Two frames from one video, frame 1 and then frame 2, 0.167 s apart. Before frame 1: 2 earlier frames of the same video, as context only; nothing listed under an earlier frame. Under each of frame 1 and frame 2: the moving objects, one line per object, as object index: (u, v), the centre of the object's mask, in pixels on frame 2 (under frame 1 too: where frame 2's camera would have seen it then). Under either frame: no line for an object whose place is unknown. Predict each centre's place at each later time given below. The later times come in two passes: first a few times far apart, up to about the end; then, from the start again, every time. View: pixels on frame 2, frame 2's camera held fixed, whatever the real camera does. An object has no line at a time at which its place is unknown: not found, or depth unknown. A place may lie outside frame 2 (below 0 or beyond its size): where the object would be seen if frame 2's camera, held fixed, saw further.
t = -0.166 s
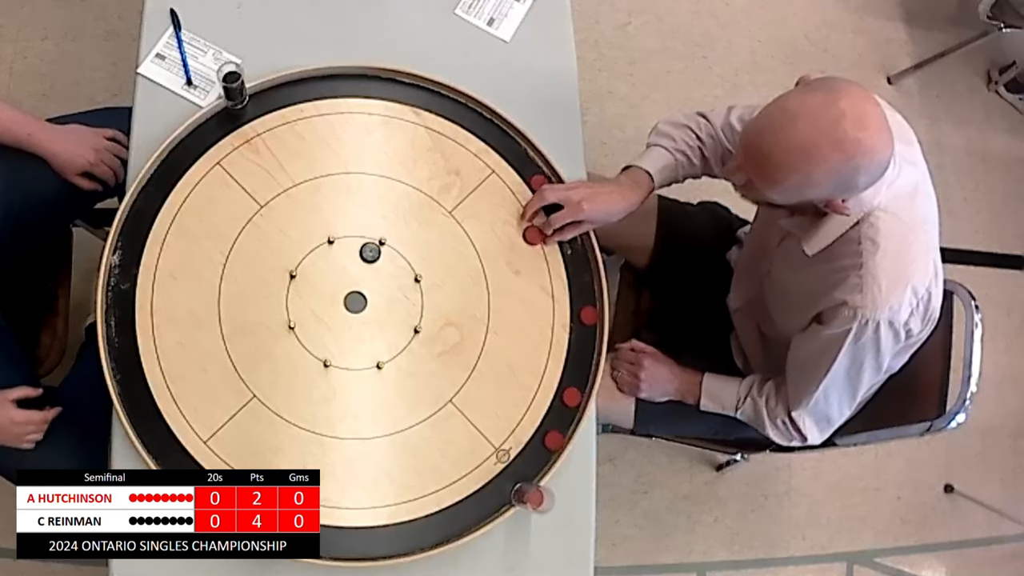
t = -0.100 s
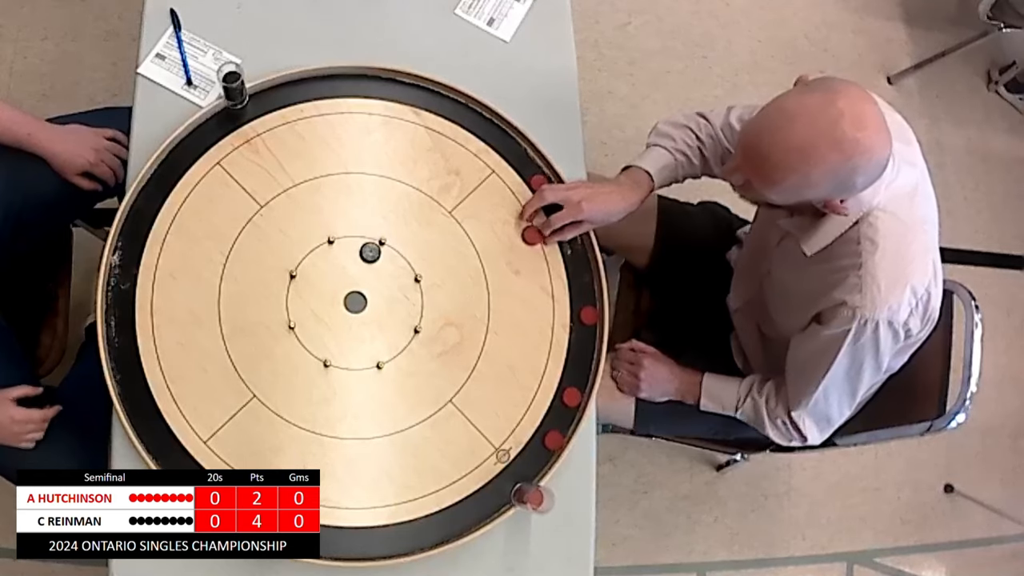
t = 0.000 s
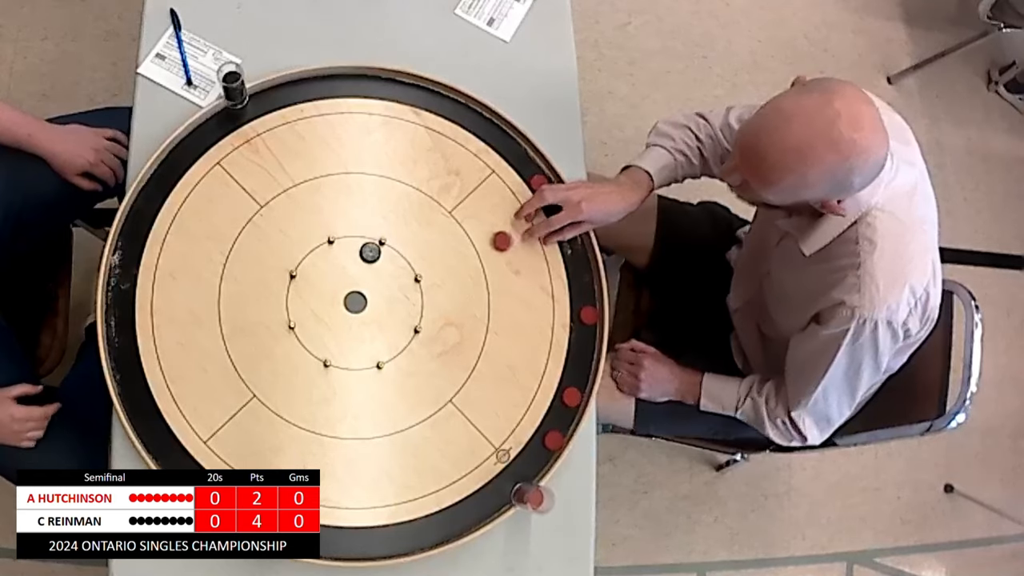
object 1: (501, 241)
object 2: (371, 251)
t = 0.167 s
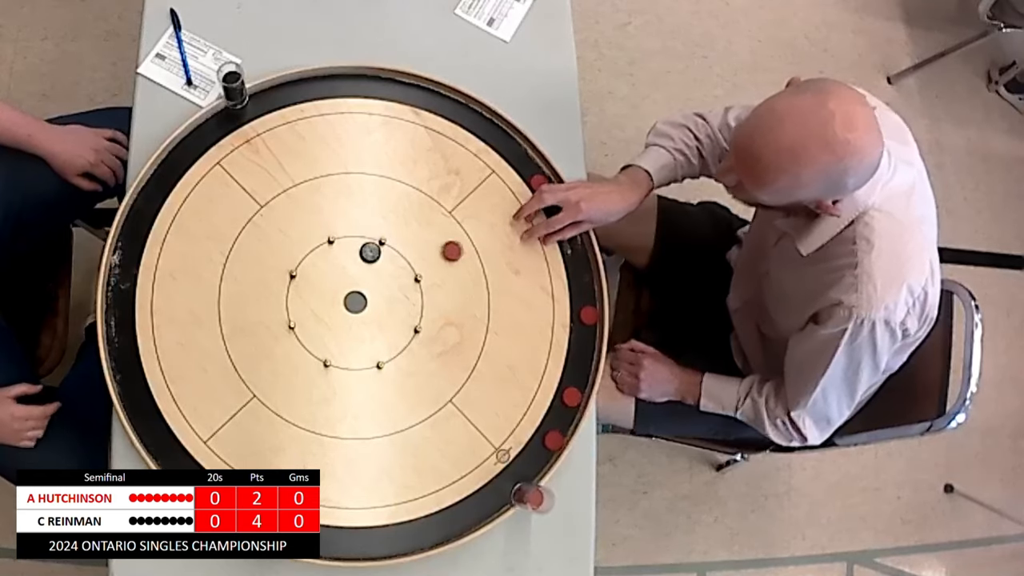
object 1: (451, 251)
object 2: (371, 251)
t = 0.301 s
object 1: (415, 258)
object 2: (371, 251)
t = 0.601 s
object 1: (372, 284)
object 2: (348, 240)
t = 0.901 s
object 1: (355, 302)
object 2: (359, 231)
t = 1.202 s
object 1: (355, 302)
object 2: (368, 228)
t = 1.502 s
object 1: (355, 302)
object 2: (369, 228)
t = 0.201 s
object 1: (442, 253)
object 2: (371, 251)
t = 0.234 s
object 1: (433, 254)
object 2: (371, 251)
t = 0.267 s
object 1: (424, 256)
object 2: (371, 251)
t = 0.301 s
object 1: (415, 258)
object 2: (371, 251)
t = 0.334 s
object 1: (407, 260)
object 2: (371, 251)
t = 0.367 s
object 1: (399, 261)
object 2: (371, 252)
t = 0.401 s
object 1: (391, 263)
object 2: (371, 251)
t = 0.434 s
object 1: (386, 266)
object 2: (367, 251)
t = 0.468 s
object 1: (382, 270)
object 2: (363, 249)
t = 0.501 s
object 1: (380, 274)
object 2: (359, 246)
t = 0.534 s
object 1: (377, 278)
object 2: (355, 244)
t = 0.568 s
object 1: (374, 281)
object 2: (351, 242)
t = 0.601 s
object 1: (372, 284)
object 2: (348, 240)
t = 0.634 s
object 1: (370, 287)
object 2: (345, 238)
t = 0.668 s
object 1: (368, 290)
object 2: (346, 237)
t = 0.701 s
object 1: (366, 292)
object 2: (348, 236)
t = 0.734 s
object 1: (364, 295)
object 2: (350, 235)
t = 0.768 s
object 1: (358, 300)
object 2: (352, 234)
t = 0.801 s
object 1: (357, 301)
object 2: (354, 233)
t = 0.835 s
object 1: (356, 301)
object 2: (356, 232)
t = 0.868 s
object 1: (356, 302)
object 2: (357, 232)
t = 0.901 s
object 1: (355, 302)
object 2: (359, 231)
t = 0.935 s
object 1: (355, 302)
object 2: (360, 230)
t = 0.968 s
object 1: (354, 302)
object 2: (362, 230)
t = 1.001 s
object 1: (354, 302)
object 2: (363, 229)
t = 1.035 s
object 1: (354, 301)
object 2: (364, 229)
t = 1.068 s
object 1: (355, 301)
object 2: (365, 228)
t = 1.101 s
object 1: (355, 301)
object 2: (366, 228)
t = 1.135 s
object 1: (355, 302)
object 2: (366, 228)
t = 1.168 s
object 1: (355, 302)
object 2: (367, 228)
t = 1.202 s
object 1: (355, 302)
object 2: (368, 228)
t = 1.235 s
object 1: (355, 302)
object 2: (368, 228)
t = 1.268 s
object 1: (355, 302)
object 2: (368, 228)
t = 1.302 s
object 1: (355, 302)
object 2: (369, 228)
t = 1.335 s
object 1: (355, 302)
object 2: (369, 228)
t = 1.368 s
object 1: (355, 302)
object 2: (369, 228)
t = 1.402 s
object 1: (355, 302)
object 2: (369, 228)
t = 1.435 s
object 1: (355, 302)
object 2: (369, 228)
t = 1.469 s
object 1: (355, 302)
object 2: (369, 227)
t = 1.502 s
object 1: (355, 302)
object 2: (369, 228)
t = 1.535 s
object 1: (355, 302)
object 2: (369, 228)
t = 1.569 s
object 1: (355, 302)
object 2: (369, 228)
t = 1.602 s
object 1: (355, 302)
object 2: (369, 228)
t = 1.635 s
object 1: (355, 302)
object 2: (369, 228)
